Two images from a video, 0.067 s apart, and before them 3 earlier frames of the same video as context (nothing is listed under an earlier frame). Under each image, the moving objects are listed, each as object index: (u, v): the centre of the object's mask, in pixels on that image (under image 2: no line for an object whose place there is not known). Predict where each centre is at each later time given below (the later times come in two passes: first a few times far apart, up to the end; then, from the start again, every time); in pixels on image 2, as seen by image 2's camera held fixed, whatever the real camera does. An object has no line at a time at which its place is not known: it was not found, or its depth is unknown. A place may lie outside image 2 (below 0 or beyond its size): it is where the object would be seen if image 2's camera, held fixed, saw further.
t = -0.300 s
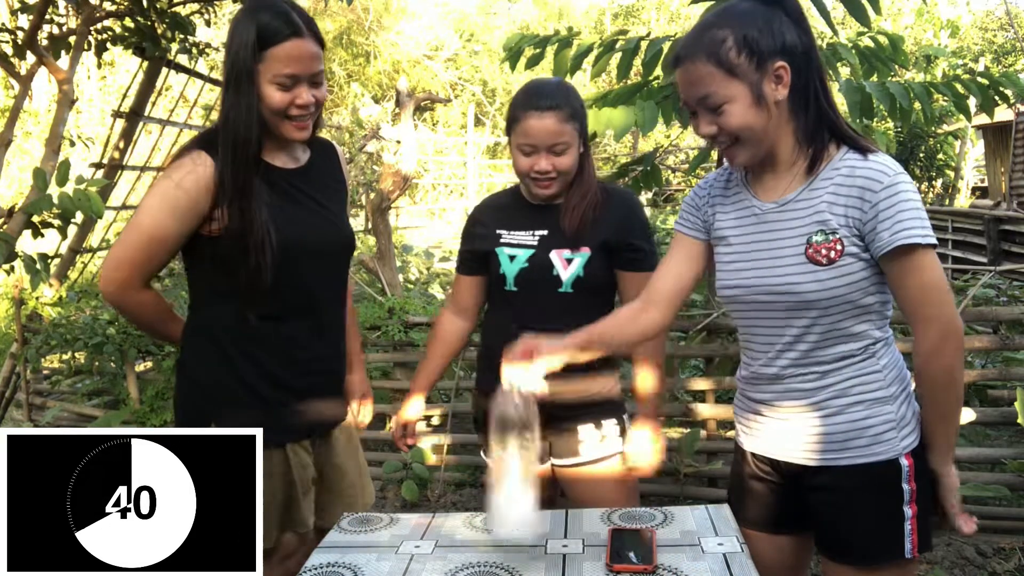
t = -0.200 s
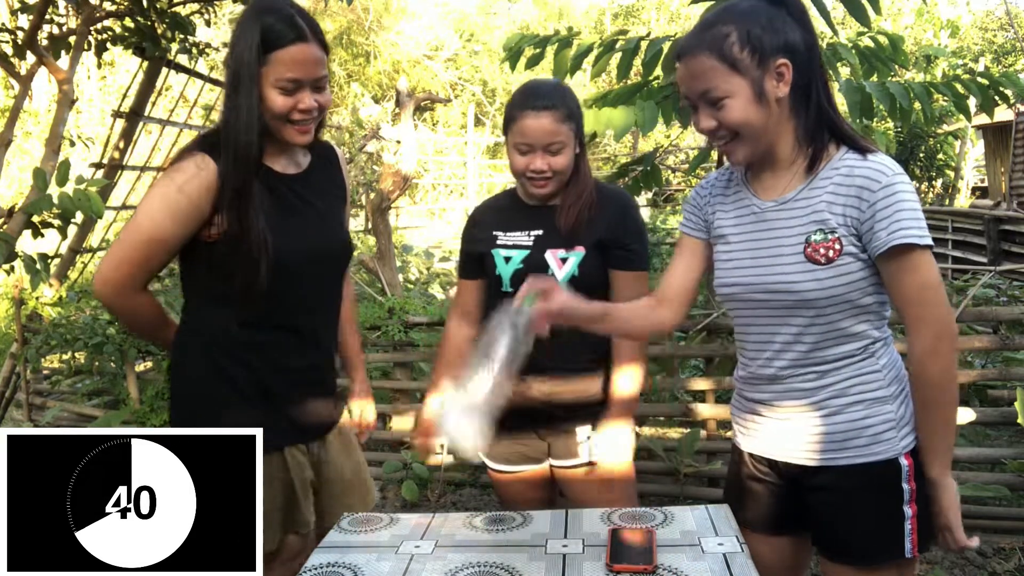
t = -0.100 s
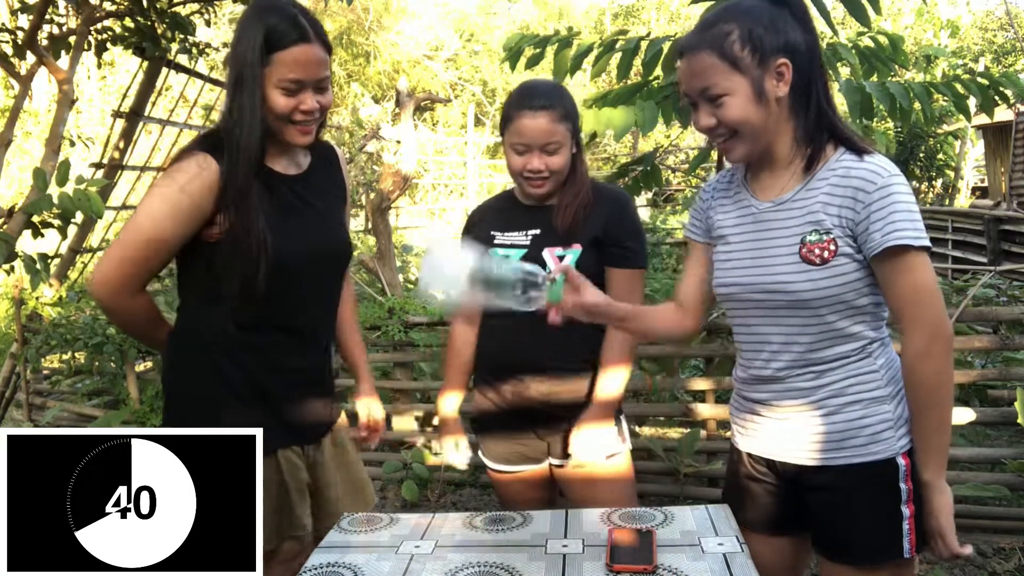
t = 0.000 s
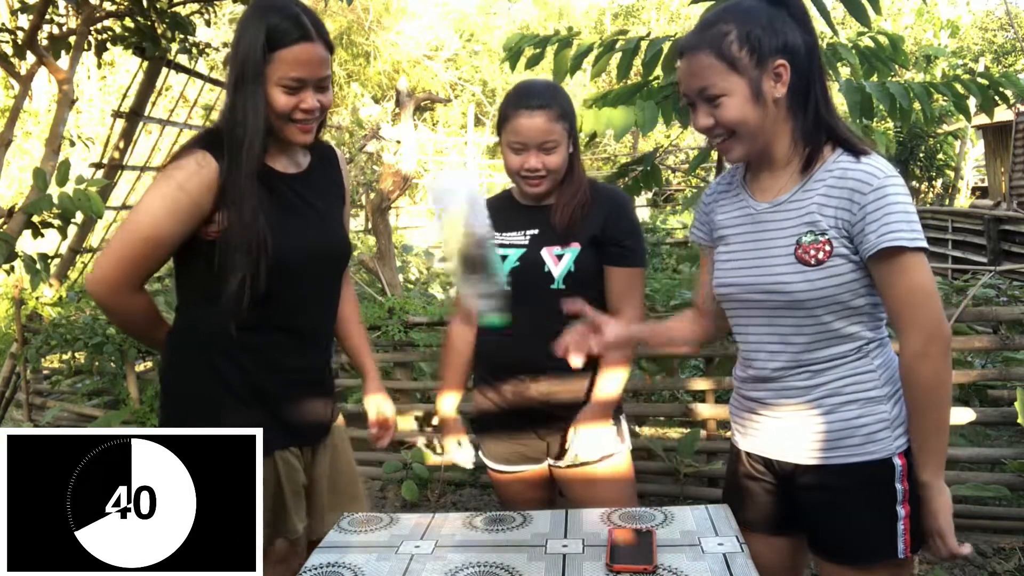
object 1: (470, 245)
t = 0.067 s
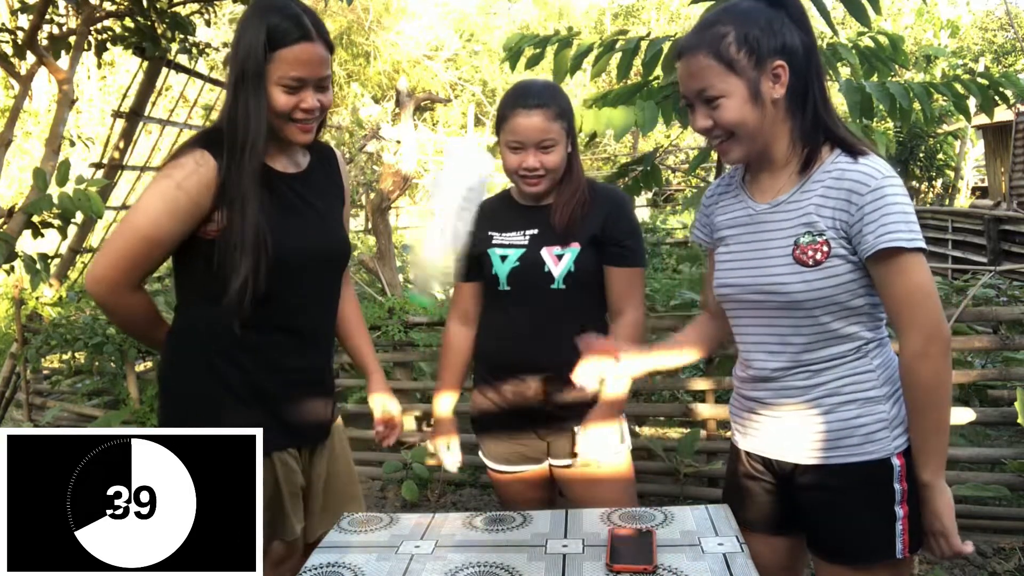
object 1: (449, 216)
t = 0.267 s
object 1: (452, 281)
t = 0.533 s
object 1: (530, 487)
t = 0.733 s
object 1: (577, 521)
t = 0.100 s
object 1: (438, 214)
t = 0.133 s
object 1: (434, 213)
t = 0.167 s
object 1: (437, 216)
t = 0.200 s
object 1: (439, 229)
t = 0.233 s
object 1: (447, 253)
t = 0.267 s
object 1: (452, 281)
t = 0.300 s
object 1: (462, 319)
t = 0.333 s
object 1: (471, 364)
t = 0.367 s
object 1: (478, 412)
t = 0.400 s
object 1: (483, 456)
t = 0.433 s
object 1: (495, 487)
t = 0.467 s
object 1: (510, 486)
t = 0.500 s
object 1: (521, 486)
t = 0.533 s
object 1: (530, 487)
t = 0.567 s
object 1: (543, 487)
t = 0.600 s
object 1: (555, 490)
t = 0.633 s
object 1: (567, 499)
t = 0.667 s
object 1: (575, 514)
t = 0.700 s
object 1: (577, 520)
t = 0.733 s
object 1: (577, 521)
